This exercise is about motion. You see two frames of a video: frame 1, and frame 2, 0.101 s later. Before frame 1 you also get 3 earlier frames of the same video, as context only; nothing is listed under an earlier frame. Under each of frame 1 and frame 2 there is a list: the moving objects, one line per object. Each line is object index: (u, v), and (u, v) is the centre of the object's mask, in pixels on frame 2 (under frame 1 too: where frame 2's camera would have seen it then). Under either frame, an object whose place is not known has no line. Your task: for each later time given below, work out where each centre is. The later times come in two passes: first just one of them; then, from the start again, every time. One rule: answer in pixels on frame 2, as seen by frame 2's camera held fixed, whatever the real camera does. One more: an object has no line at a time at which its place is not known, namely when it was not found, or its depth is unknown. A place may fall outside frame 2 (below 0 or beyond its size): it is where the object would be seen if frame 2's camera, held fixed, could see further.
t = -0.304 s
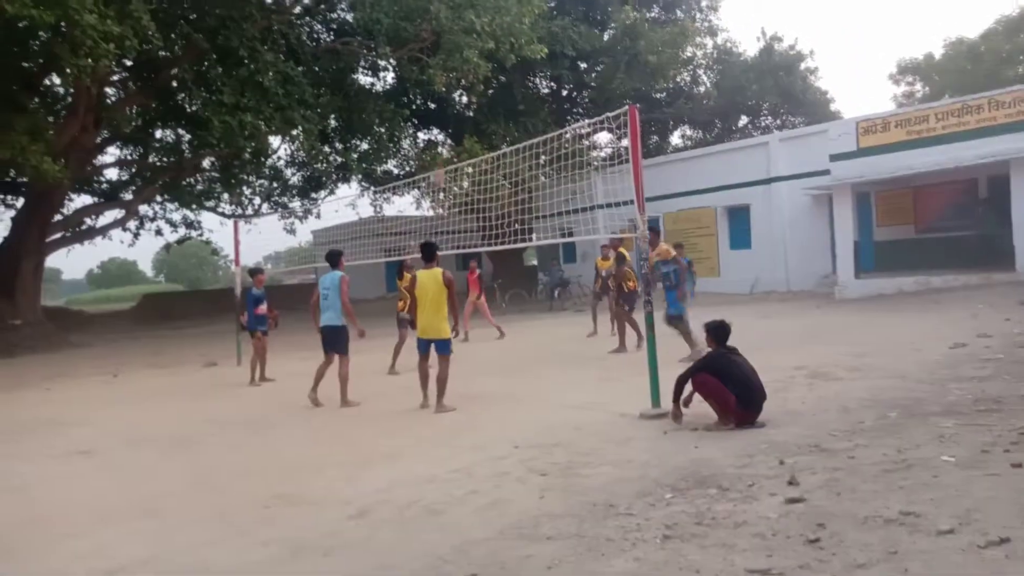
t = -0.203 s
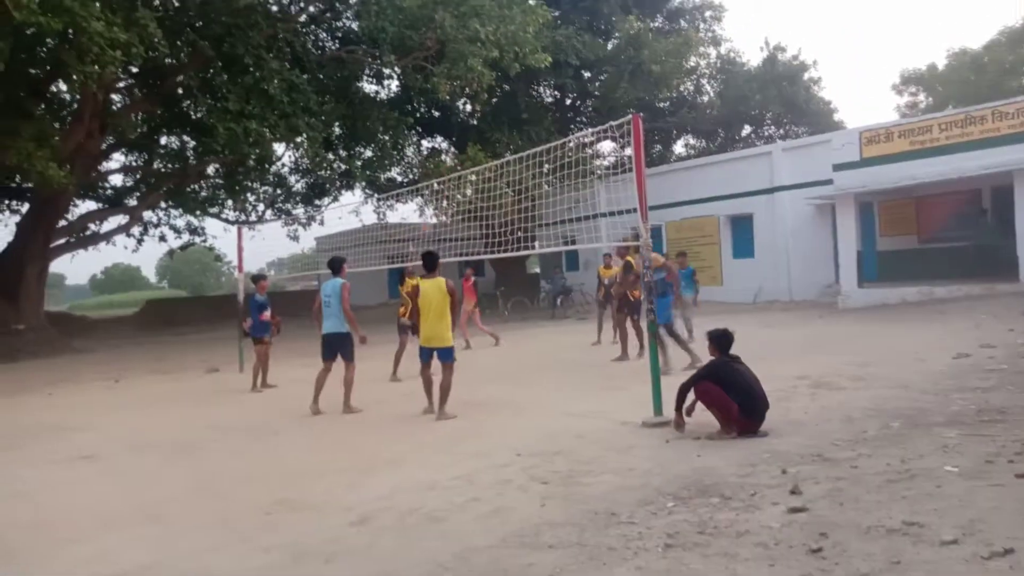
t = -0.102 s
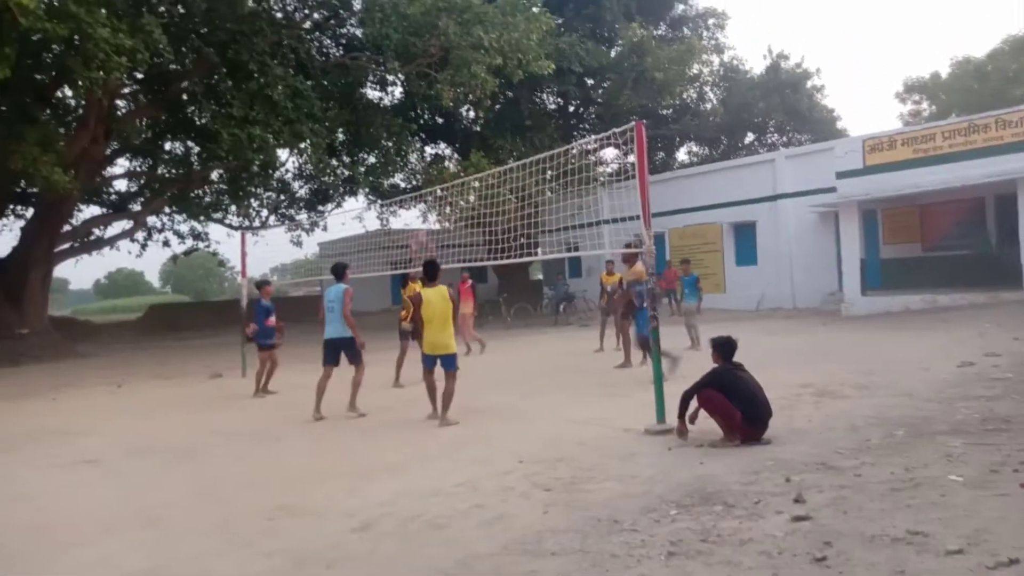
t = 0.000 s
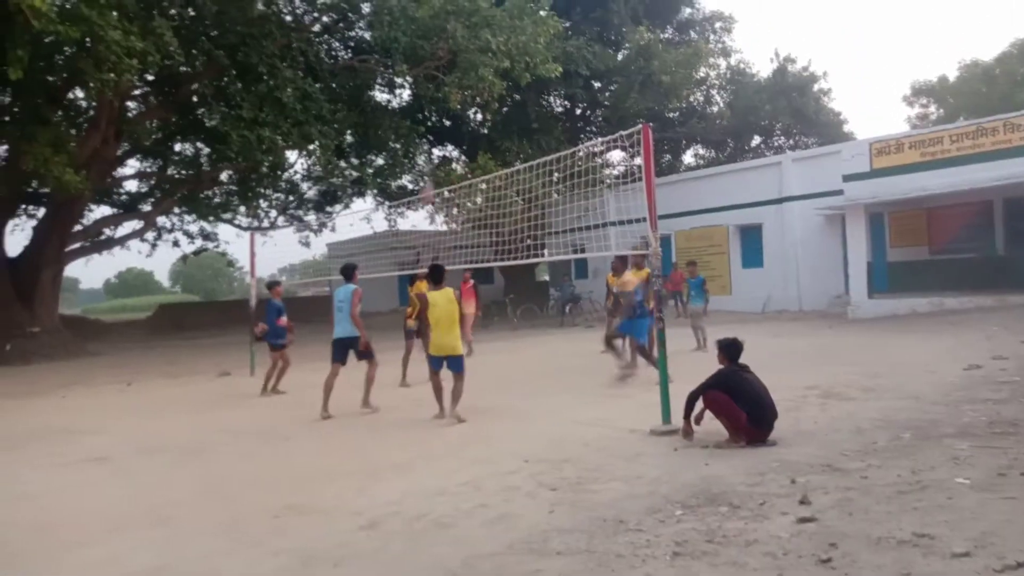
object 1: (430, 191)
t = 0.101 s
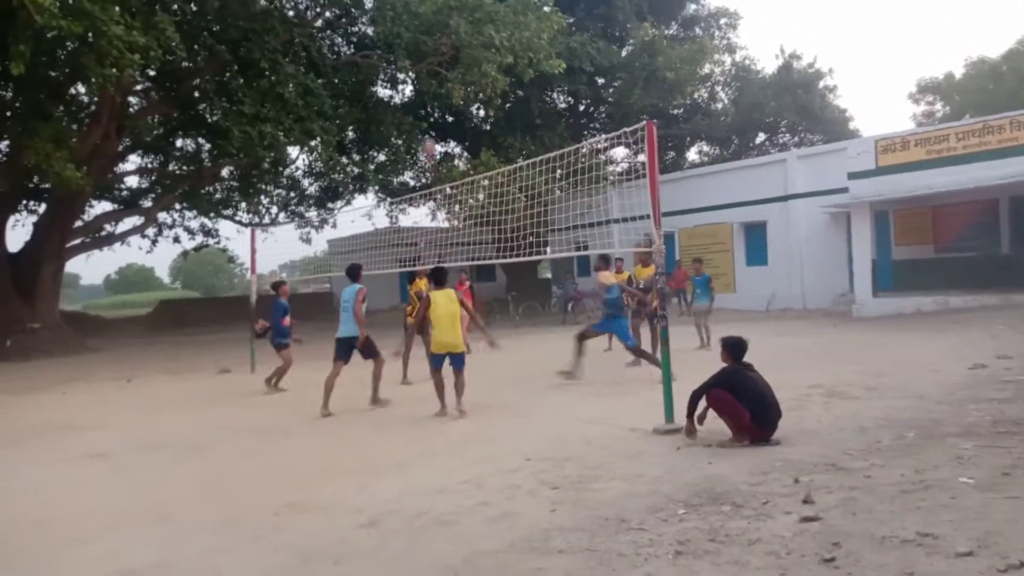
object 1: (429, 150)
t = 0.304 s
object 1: (433, 89)
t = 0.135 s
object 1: (430, 137)
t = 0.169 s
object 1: (430, 125)
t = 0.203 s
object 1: (431, 115)
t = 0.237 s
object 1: (431, 107)
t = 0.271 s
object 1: (432, 97)
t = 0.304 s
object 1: (433, 89)
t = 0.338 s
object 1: (433, 81)
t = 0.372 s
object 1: (434, 75)
